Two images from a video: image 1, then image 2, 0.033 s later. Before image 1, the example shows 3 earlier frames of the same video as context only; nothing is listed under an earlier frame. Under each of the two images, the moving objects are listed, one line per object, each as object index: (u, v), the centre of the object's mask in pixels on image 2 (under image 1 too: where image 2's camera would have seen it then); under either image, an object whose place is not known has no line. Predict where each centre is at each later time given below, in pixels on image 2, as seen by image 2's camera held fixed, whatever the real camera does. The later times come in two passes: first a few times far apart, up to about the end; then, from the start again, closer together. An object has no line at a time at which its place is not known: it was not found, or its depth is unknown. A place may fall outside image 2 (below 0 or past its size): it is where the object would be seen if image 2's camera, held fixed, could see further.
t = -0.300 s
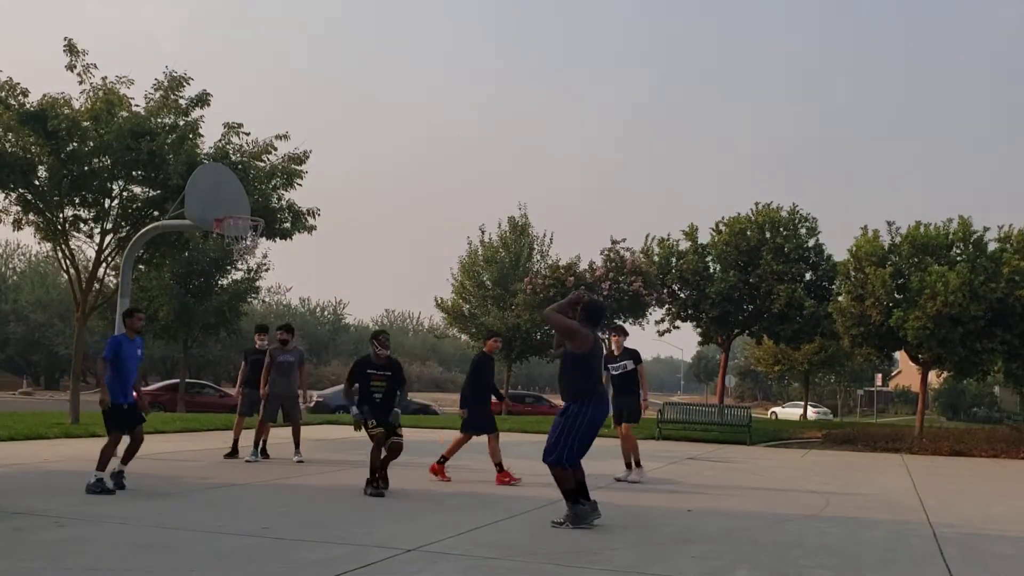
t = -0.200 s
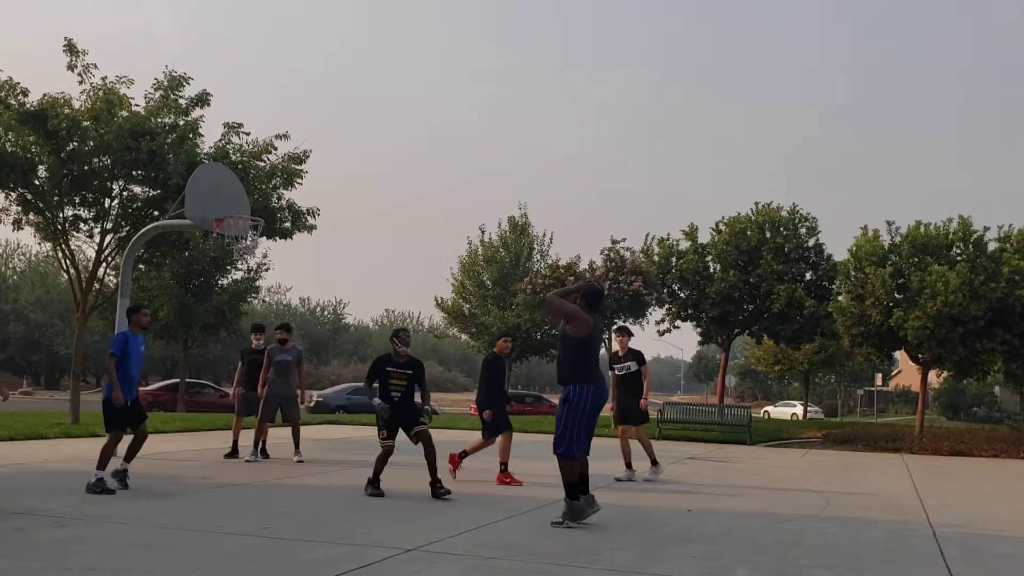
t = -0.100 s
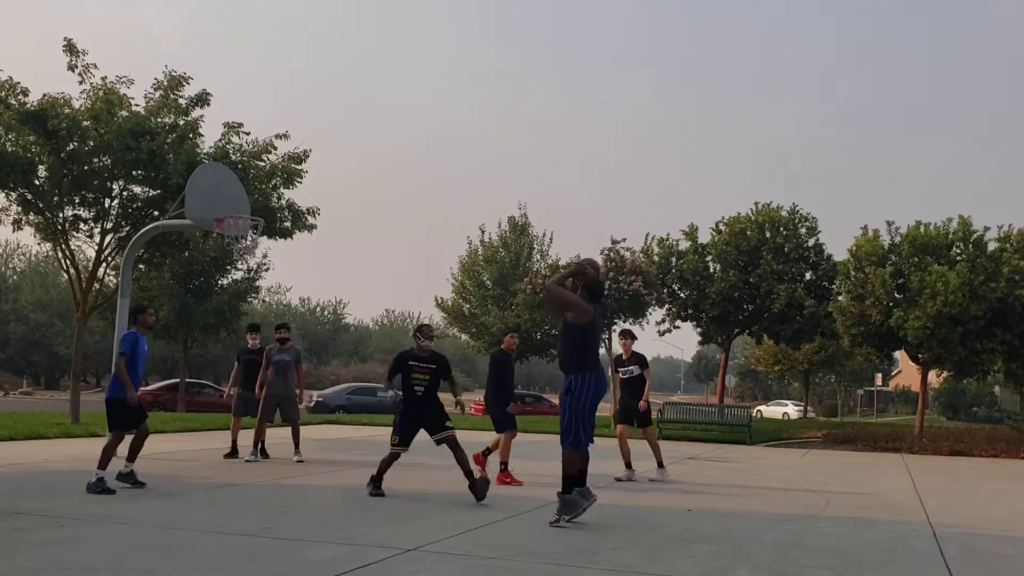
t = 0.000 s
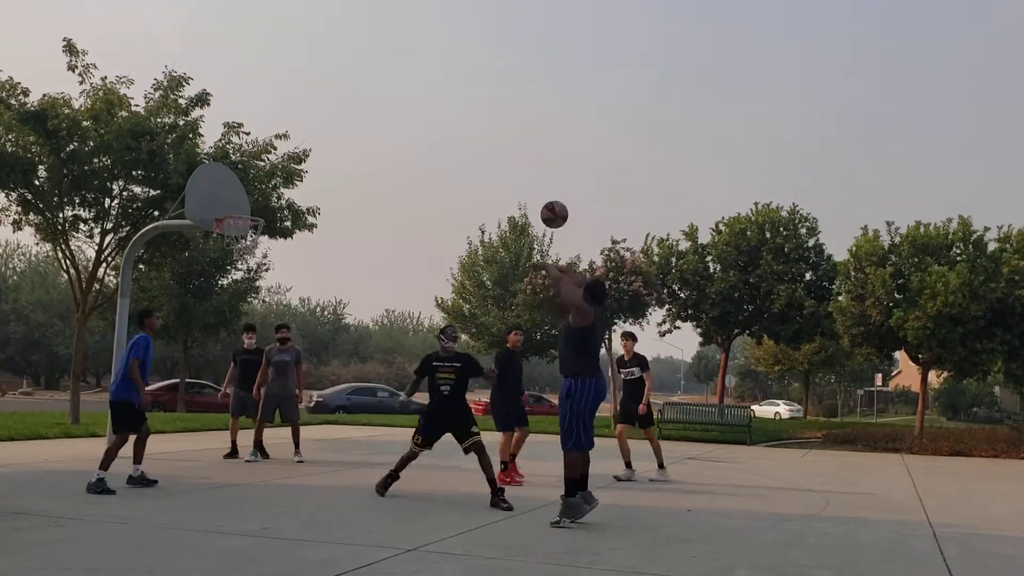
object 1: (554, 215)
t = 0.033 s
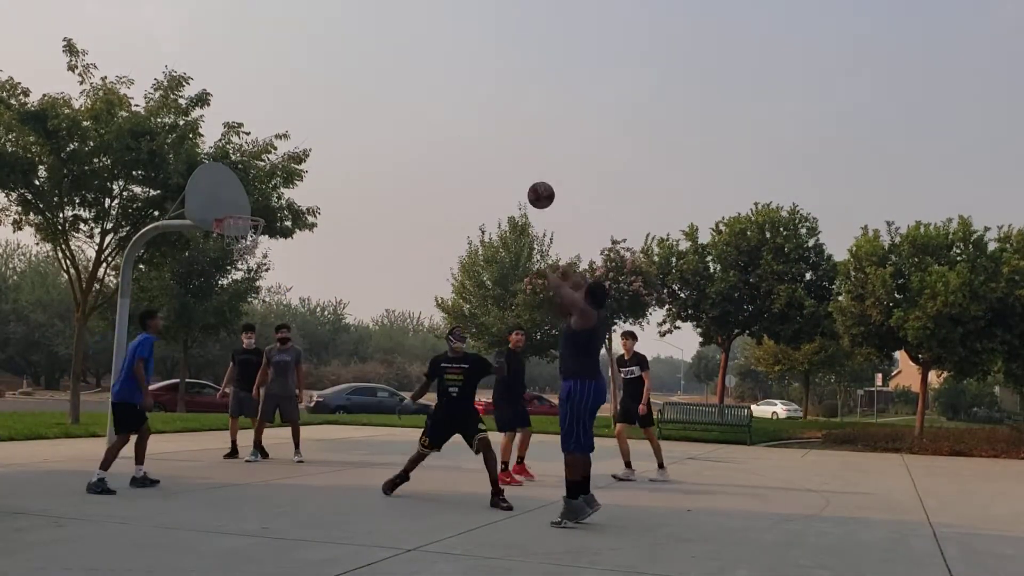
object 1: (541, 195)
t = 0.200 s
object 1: (480, 125)
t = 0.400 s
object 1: (418, 89)
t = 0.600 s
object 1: (366, 93)
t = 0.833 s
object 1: (314, 138)
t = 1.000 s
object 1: (280, 192)
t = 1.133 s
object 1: (256, 244)
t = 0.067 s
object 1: (528, 178)
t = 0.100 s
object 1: (515, 162)
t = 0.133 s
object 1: (503, 148)
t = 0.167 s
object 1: (491, 136)
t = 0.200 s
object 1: (480, 125)
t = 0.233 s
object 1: (469, 116)
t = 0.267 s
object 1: (458, 108)
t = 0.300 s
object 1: (447, 101)
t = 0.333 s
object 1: (437, 96)
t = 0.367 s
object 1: (428, 92)
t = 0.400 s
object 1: (418, 89)
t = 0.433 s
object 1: (409, 87)
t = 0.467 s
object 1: (400, 86)
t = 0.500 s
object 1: (391, 86)
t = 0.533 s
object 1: (382, 87)
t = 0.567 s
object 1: (374, 90)
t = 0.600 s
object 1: (366, 93)
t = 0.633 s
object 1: (358, 97)
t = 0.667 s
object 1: (350, 102)
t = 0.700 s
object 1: (343, 108)
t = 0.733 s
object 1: (335, 114)
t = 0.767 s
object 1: (328, 121)
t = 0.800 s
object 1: (321, 129)
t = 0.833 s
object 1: (314, 138)
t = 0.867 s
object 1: (306, 148)
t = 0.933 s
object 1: (293, 168)
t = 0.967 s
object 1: (285, 179)
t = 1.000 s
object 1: (280, 192)
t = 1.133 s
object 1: (256, 244)
